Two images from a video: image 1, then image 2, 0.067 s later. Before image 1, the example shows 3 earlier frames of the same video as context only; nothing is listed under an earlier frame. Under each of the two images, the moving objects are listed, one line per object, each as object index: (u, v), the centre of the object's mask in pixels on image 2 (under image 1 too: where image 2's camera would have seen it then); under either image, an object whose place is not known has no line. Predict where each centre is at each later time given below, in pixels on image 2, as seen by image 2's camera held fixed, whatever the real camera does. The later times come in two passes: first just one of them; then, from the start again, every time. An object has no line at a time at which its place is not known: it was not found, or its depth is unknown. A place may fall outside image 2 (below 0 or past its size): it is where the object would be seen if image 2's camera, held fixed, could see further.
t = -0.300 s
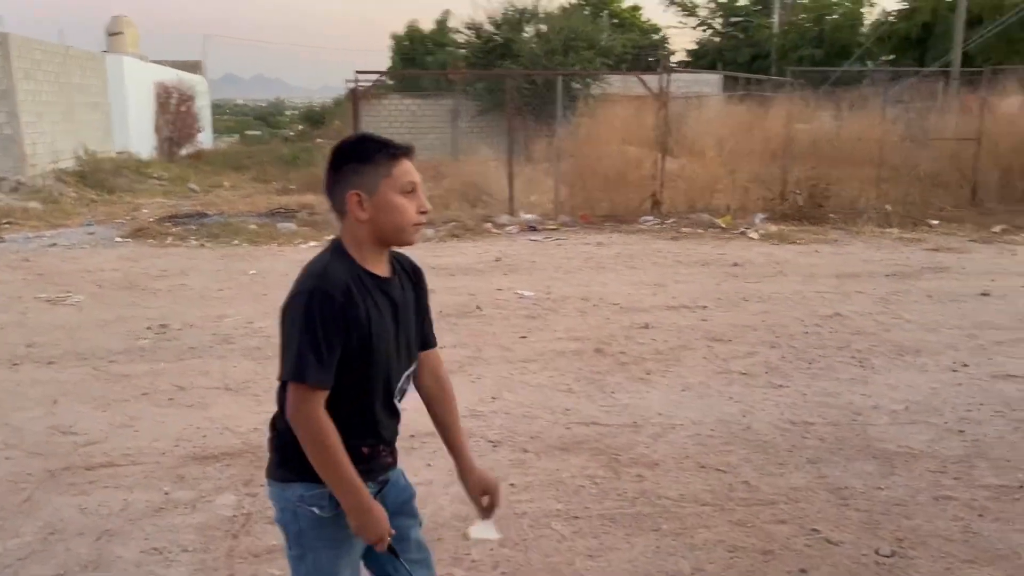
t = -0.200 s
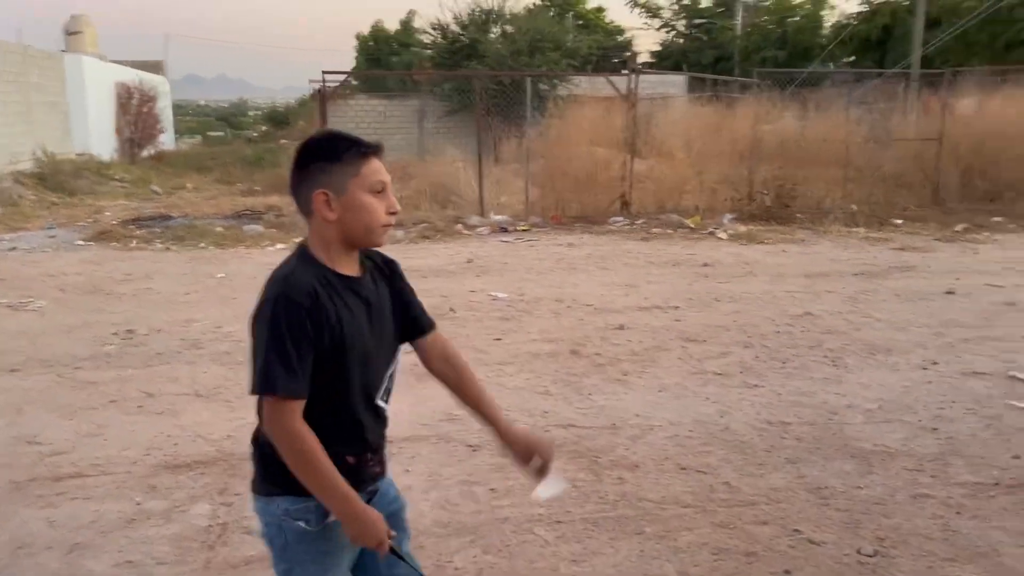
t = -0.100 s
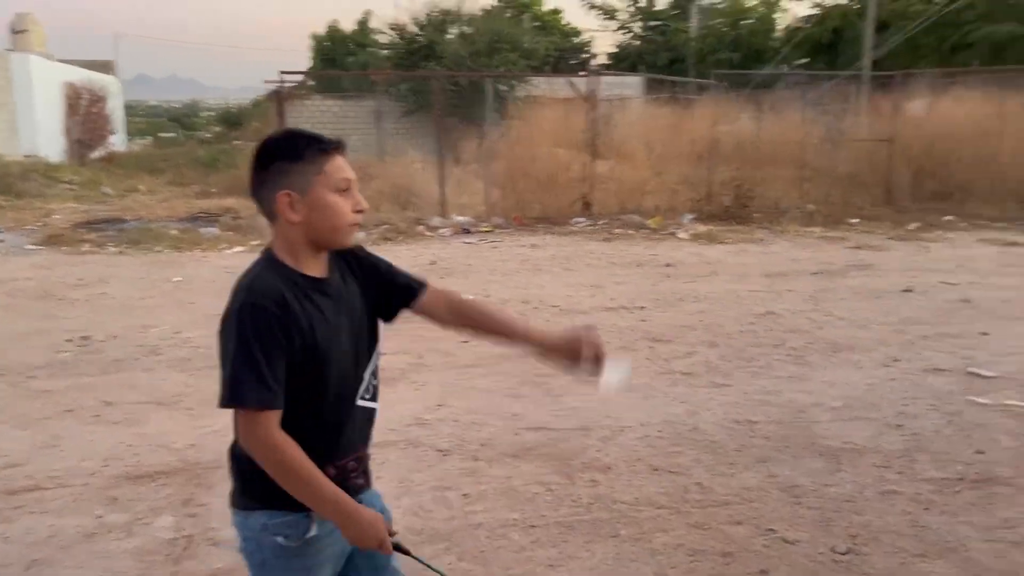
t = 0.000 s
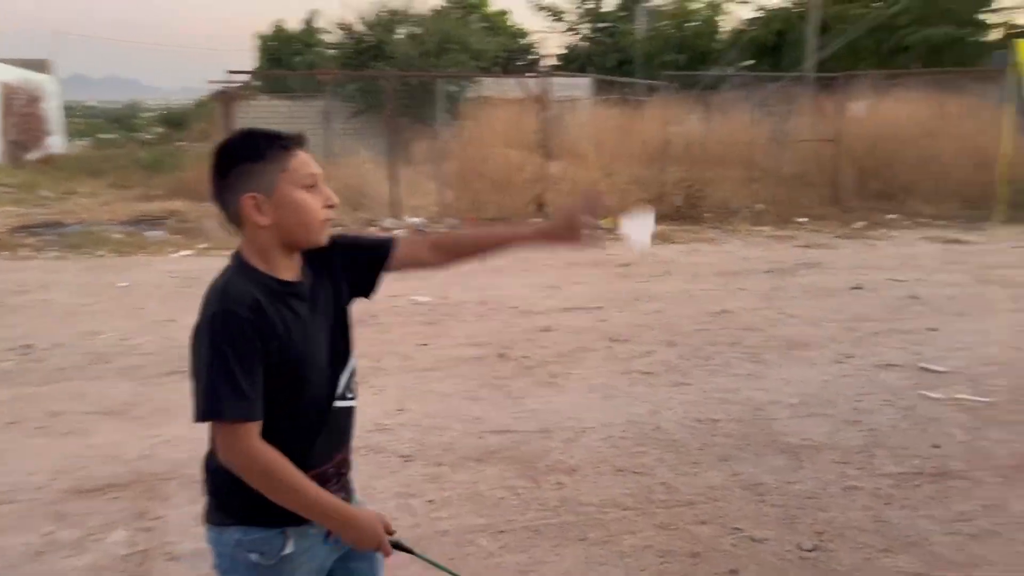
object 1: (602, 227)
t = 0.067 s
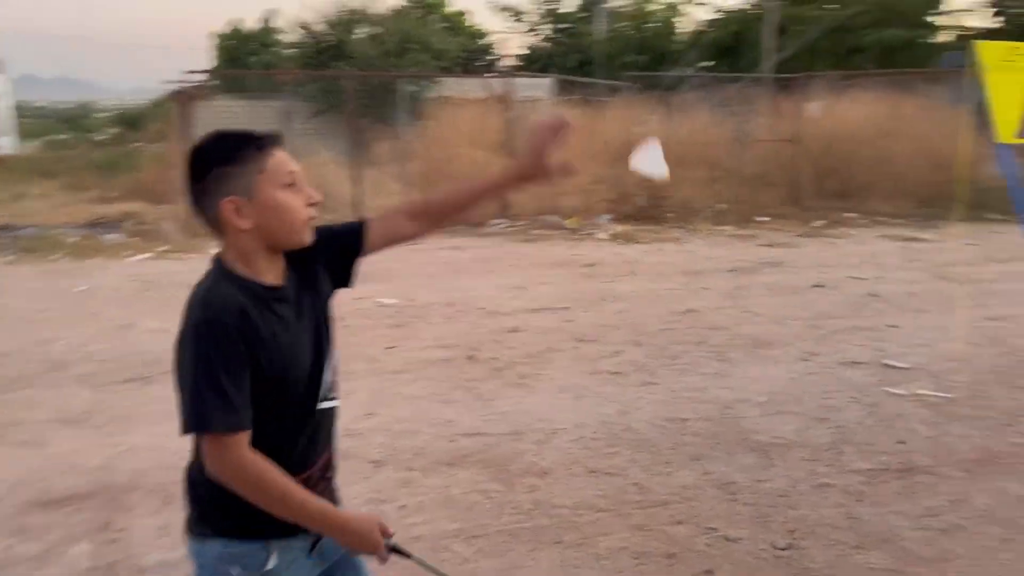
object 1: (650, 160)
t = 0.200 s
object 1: (756, 109)
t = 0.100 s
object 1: (675, 139)
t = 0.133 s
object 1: (700, 123)
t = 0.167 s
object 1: (728, 114)
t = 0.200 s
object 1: (756, 109)
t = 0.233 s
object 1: (786, 108)
